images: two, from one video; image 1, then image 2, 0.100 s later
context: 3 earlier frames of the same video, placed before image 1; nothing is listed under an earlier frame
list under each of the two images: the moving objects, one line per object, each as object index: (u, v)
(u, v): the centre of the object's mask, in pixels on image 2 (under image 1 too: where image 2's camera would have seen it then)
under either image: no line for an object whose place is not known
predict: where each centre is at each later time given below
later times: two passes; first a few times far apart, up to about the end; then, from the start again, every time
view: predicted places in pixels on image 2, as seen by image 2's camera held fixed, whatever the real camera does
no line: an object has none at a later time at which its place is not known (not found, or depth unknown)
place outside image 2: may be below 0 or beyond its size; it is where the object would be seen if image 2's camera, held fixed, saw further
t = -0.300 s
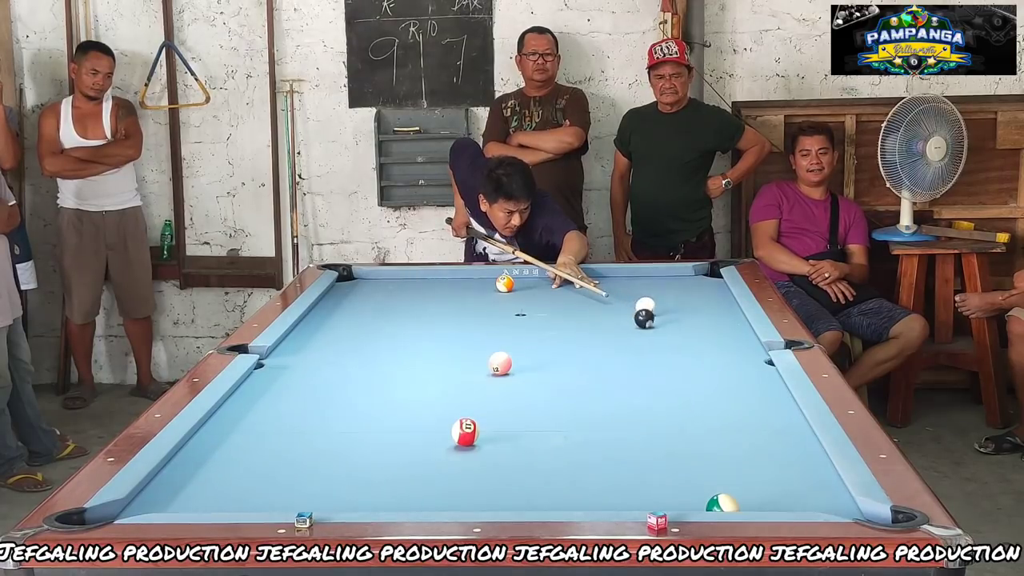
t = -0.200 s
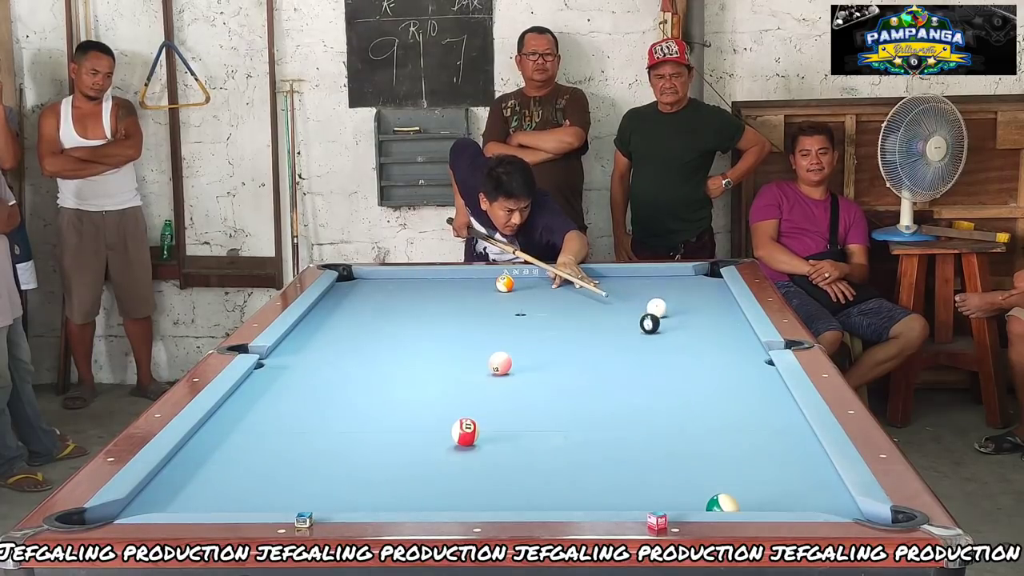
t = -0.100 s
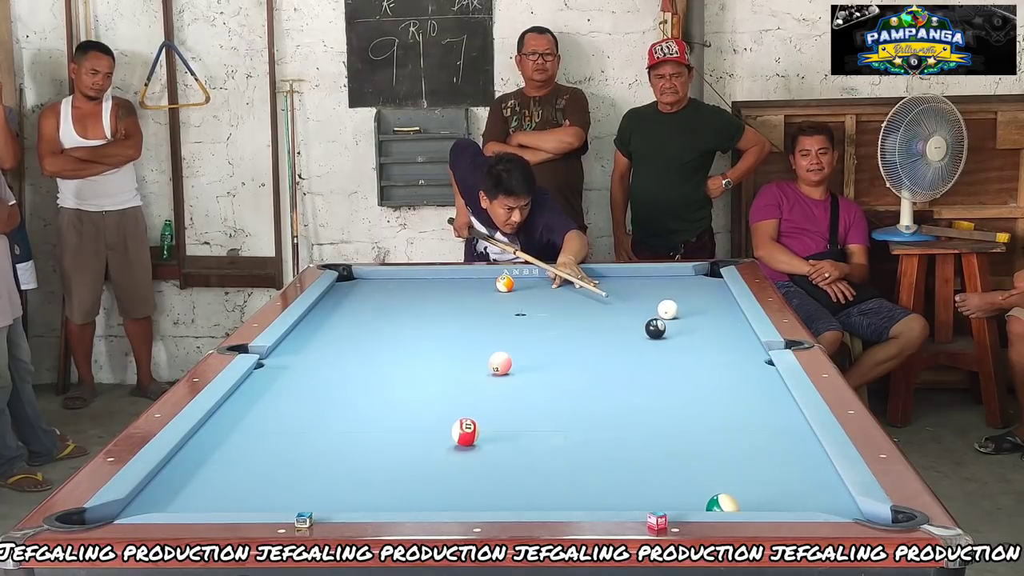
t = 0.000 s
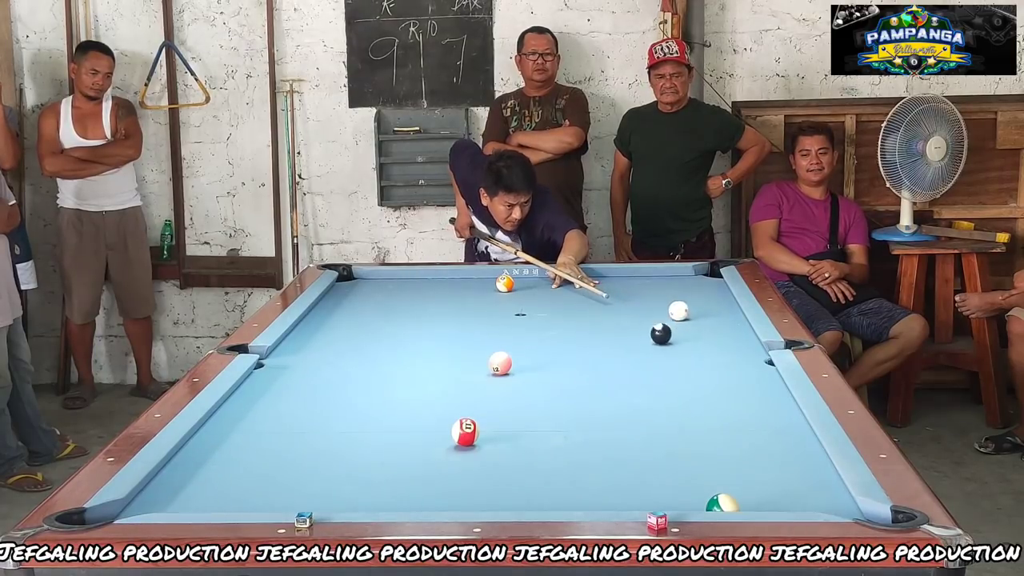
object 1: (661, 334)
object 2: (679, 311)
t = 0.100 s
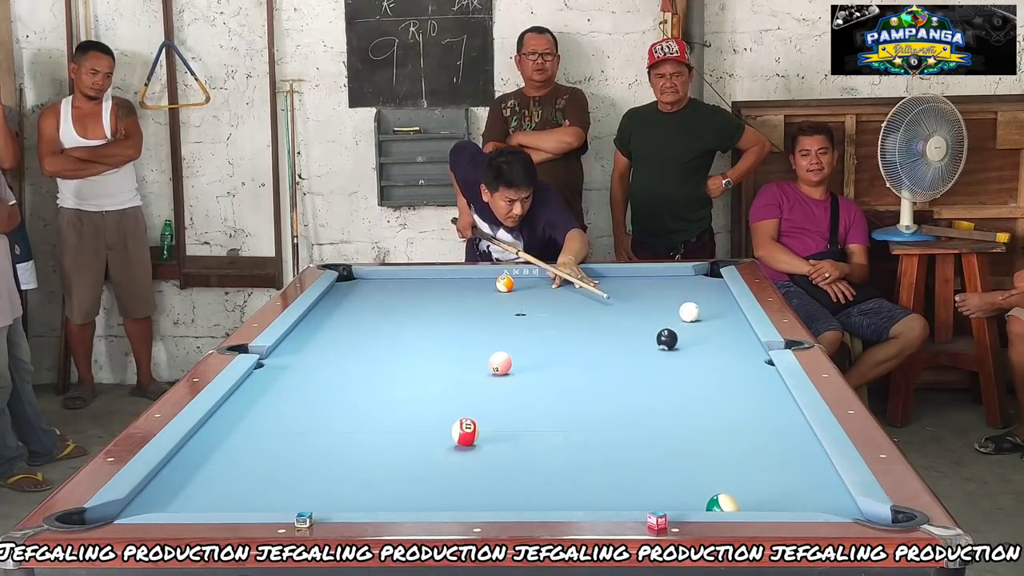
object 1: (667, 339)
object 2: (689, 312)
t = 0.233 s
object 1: (675, 346)
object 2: (704, 314)
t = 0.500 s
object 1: (692, 361)
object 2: (731, 317)
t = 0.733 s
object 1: (707, 376)
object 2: (728, 318)
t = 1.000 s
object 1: (725, 392)
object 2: (716, 320)
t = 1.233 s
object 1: (742, 408)
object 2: (708, 321)
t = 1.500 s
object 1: (763, 426)
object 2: (699, 322)
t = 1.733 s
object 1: (783, 443)
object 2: (693, 323)
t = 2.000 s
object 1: (805, 464)
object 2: (688, 324)
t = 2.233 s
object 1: (825, 483)
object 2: (686, 324)
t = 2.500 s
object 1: (832, 501)
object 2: (684, 324)
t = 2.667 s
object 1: (834, 508)
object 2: (684, 324)
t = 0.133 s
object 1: (668, 341)
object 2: (693, 312)
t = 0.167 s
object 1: (671, 343)
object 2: (696, 312)
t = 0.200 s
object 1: (673, 345)
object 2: (700, 313)
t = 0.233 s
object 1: (675, 346)
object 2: (704, 314)
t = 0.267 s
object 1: (677, 348)
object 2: (708, 314)
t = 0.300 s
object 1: (679, 350)
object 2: (711, 315)
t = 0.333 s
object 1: (681, 352)
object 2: (714, 315)
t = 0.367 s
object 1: (683, 354)
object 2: (717, 315)
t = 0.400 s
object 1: (685, 356)
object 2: (720, 315)
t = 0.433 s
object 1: (688, 358)
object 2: (724, 316)
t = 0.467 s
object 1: (690, 360)
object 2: (727, 316)
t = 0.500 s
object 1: (692, 361)
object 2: (731, 317)
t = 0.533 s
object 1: (694, 363)
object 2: (734, 317)
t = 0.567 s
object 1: (696, 366)
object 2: (735, 317)
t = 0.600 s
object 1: (698, 367)
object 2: (734, 318)
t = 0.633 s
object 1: (700, 370)
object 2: (732, 318)
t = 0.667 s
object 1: (702, 372)
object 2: (731, 318)
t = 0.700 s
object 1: (705, 373)
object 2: (729, 318)
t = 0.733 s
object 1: (707, 376)
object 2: (728, 318)
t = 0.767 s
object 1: (709, 378)
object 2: (726, 319)
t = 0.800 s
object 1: (711, 380)
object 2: (725, 319)
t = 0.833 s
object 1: (713, 382)
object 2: (723, 319)
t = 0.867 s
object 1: (716, 384)
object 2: (722, 319)
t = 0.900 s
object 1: (718, 386)
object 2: (720, 319)
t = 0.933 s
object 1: (721, 388)
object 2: (719, 320)
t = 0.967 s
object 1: (723, 390)
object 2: (717, 320)
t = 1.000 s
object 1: (725, 392)
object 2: (716, 320)
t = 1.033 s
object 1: (728, 394)
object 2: (715, 320)
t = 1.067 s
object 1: (730, 397)
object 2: (714, 320)
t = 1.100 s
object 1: (733, 399)
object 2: (712, 321)
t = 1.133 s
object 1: (735, 401)
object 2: (711, 321)
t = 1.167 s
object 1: (737, 403)
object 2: (710, 321)
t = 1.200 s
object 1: (740, 406)
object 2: (709, 321)
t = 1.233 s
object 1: (742, 408)
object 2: (708, 321)
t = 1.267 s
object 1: (745, 410)
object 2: (707, 321)
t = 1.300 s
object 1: (747, 412)
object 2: (705, 321)
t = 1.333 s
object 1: (750, 415)
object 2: (704, 322)
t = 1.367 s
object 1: (753, 417)
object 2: (703, 322)
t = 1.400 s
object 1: (755, 420)
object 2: (702, 322)
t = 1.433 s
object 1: (758, 422)
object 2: (701, 322)
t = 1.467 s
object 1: (761, 424)
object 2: (700, 322)
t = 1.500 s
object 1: (763, 426)
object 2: (699, 322)
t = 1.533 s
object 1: (766, 429)
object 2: (698, 322)
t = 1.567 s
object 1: (769, 431)
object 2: (697, 322)
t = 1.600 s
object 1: (771, 434)
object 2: (696, 323)
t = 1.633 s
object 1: (774, 436)
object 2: (696, 323)
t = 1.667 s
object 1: (777, 439)
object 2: (695, 323)
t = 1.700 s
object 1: (780, 441)
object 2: (694, 323)
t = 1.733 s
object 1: (783, 443)
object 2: (693, 323)
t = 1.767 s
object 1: (785, 446)
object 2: (693, 323)
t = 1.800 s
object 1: (788, 449)
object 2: (692, 323)
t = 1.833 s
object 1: (791, 451)
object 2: (691, 323)
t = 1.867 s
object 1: (794, 454)
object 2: (691, 323)
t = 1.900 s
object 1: (796, 456)
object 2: (690, 324)
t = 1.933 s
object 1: (799, 459)
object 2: (689, 324)
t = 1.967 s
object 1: (802, 461)
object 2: (689, 324)
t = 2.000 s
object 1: (805, 464)
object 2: (688, 324)
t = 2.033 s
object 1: (808, 467)
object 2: (688, 324)
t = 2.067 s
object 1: (811, 469)
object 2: (687, 324)
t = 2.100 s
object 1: (814, 472)
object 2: (687, 324)
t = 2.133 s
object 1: (816, 474)
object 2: (687, 324)
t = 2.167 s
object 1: (819, 477)
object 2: (686, 324)
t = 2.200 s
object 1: (822, 480)
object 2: (686, 324)
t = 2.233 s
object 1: (825, 483)
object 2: (686, 324)
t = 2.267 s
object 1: (828, 485)
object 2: (686, 324)
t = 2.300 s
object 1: (830, 488)
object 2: (685, 324)
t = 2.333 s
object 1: (831, 490)
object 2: (685, 324)
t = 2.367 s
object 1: (831, 493)
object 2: (685, 324)
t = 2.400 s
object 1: (831, 495)
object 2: (685, 324)
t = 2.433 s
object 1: (831, 498)
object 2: (684, 324)
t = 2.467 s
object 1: (832, 499)
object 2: (684, 324)
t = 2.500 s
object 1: (832, 501)
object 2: (684, 324)
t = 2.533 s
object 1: (833, 503)
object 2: (684, 324)
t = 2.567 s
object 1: (833, 504)
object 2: (684, 324)
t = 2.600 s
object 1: (834, 505)
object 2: (684, 324)
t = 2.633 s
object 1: (834, 507)
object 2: (684, 324)
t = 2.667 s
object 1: (834, 508)
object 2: (684, 324)
